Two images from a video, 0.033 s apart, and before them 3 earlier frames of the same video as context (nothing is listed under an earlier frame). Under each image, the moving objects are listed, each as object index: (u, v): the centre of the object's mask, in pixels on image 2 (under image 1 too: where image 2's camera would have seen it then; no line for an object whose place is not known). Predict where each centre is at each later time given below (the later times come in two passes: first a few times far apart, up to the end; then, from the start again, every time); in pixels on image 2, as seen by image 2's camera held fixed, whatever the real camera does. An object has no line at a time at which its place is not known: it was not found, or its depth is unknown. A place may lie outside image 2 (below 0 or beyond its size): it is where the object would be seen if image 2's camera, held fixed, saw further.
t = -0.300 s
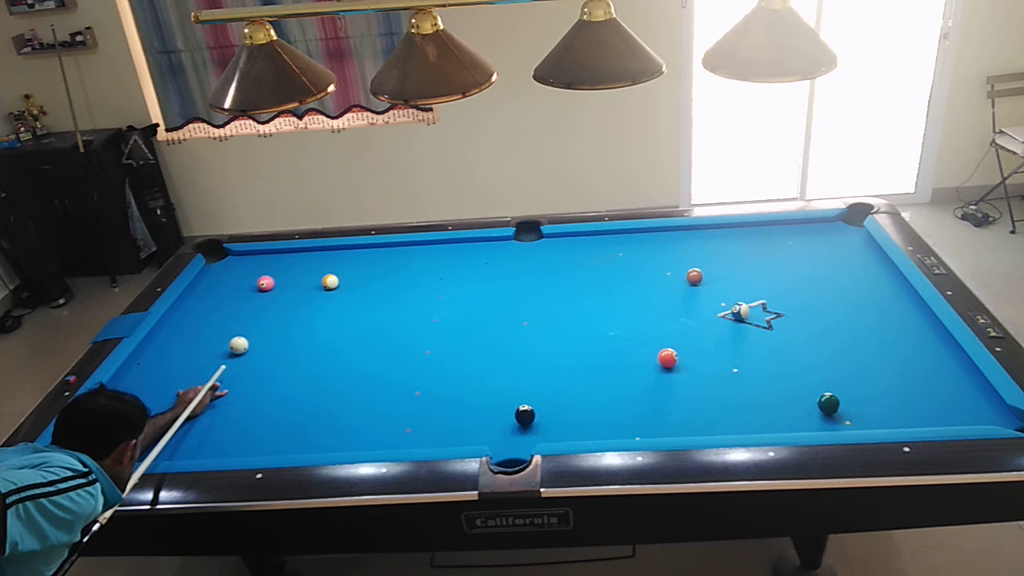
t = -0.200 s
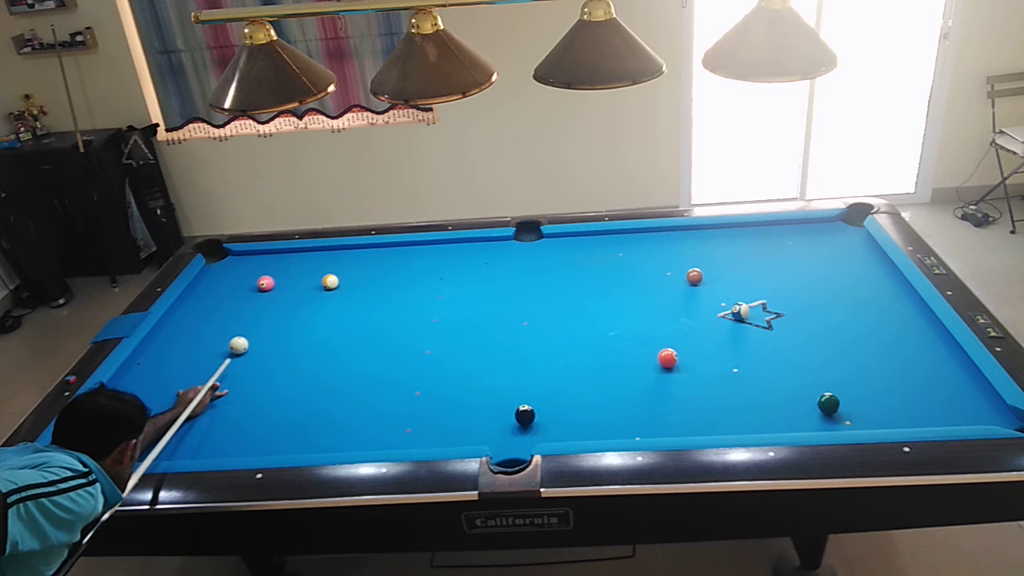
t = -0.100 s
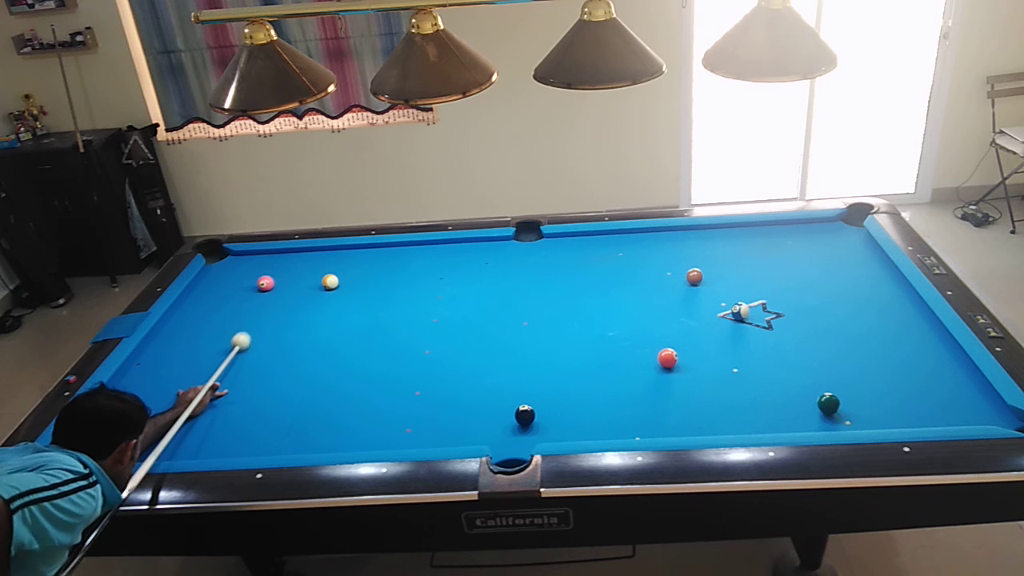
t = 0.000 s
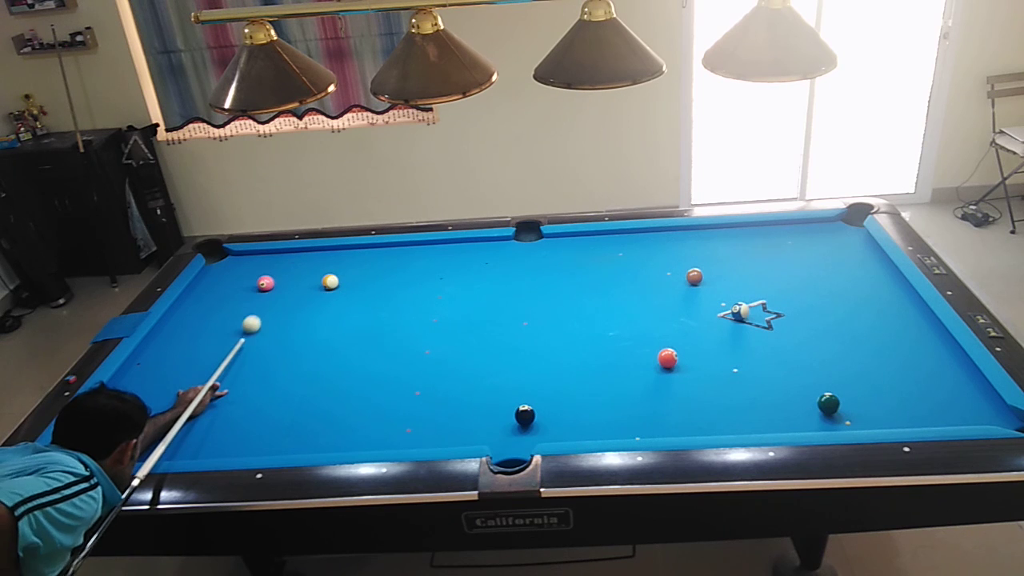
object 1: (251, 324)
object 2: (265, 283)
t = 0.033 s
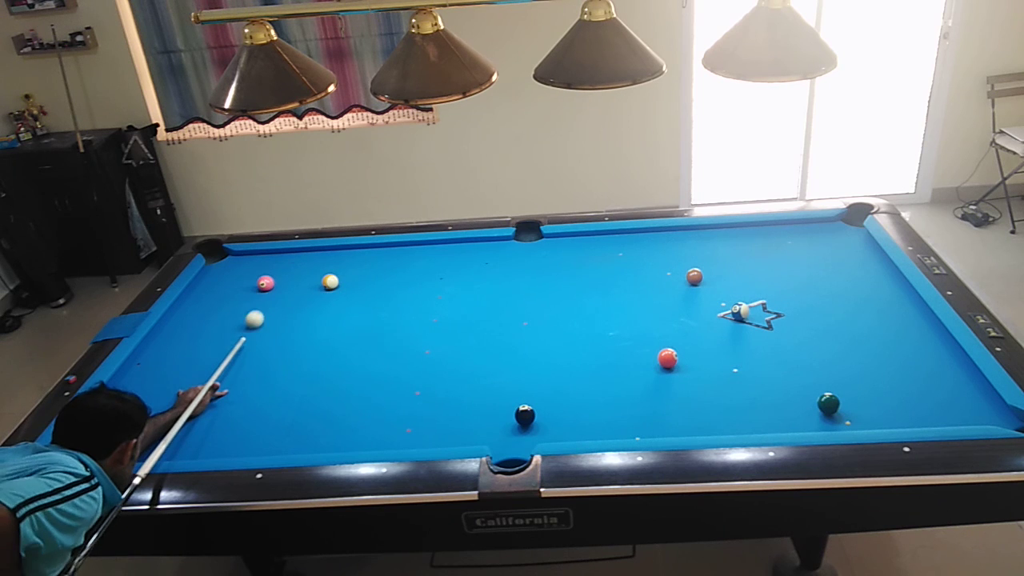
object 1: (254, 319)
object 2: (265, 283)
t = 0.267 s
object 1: (274, 288)
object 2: (263, 283)
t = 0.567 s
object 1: (313, 263)
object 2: (251, 276)
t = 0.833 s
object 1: (338, 252)
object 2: (239, 270)
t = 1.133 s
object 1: (353, 262)
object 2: (228, 264)
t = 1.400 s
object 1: (367, 271)
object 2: (219, 259)
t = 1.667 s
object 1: (380, 280)
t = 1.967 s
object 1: (394, 289)
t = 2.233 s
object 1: (407, 297)
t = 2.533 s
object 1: (421, 306)
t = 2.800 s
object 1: (433, 313)
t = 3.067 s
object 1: (444, 320)
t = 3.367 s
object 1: (456, 328)
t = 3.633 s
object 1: (465, 335)
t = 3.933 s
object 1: (475, 341)
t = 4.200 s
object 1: (483, 346)
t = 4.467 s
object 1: (490, 350)
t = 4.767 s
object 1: (497, 355)
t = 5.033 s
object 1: (501, 358)
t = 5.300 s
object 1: (505, 361)
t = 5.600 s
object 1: (508, 363)
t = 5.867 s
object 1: (509, 364)
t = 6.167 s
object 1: (510, 364)
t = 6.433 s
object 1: (509, 364)
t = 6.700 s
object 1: (509, 364)
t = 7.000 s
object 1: (509, 364)
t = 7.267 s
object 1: (509, 364)
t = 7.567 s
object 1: (509, 364)
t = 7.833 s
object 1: (509, 364)
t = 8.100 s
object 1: (509, 364)
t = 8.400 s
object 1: (509, 364)
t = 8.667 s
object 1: (509, 364)
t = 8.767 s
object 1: (509, 364)
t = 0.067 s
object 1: (257, 315)
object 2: (265, 283)
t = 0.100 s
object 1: (260, 310)
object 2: (265, 283)
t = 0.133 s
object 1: (263, 306)
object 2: (265, 283)
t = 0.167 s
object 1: (266, 301)
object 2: (265, 283)
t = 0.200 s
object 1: (269, 297)
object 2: (265, 283)
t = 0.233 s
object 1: (271, 293)
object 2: (264, 282)
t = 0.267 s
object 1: (274, 288)
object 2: (263, 283)
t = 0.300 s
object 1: (278, 285)
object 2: (263, 282)
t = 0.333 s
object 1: (283, 282)
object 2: (262, 282)
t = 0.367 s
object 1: (287, 279)
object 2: (260, 281)
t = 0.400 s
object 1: (292, 276)
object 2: (258, 280)
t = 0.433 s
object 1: (296, 273)
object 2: (257, 279)
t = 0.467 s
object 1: (301, 271)
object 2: (255, 278)
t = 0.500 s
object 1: (305, 268)
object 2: (253, 277)
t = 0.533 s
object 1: (309, 265)
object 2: (252, 276)
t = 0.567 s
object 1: (313, 263)
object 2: (251, 276)
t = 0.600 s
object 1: (317, 260)
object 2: (249, 275)
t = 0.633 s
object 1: (321, 257)
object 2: (247, 274)
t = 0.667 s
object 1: (325, 255)
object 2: (246, 273)
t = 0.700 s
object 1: (329, 252)
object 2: (245, 273)
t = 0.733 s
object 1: (333, 250)
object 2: (243, 272)
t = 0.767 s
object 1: (335, 250)
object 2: (242, 271)
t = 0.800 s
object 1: (337, 251)
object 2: (241, 271)
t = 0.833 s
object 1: (338, 252)
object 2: (239, 270)
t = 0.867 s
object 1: (340, 254)
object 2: (238, 269)
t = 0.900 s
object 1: (342, 255)
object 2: (237, 268)
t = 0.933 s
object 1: (343, 256)
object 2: (235, 268)
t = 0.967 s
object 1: (345, 257)
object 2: (234, 267)
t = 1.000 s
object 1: (347, 258)
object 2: (233, 266)
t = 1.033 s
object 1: (349, 259)
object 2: (232, 266)
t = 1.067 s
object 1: (350, 260)
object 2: (230, 265)
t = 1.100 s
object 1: (352, 261)
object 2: (229, 264)
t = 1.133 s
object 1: (353, 262)
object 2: (228, 264)
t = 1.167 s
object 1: (355, 264)
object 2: (227, 263)
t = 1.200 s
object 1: (357, 265)
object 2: (226, 262)
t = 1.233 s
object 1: (358, 266)
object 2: (225, 262)
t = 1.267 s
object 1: (360, 267)
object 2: (223, 261)
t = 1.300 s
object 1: (362, 268)
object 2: (222, 261)
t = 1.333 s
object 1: (363, 269)
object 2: (221, 260)
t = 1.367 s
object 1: (365, 270)
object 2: (220, 259)
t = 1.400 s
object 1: (367, 271)
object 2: (219, 259)
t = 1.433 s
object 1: (368, 272)
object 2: (218, 258)
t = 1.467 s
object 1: (370, 273)
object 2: (217, 258)
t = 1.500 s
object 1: (372, 274)
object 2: (216, 257)
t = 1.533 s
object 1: (373, 275)
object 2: (215, 256)
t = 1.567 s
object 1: (375, 277)
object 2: (214, 256)
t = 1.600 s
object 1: (377, 278)
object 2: (213, 256)
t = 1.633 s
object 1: (378, 279)
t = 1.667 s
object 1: (380, 280)
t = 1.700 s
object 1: (381, 281)
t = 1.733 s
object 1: (383, 282)
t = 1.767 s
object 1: (385, 283)
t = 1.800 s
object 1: (386, 284)
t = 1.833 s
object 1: (388, 285)
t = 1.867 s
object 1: (390, 286)
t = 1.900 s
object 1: (391, 287)
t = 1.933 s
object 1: (393, 288)
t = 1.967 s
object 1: (394, 289)
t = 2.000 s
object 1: (396, 290)
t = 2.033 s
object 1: (397, 291)
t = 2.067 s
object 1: (399, 292)
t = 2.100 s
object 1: (400, 293)
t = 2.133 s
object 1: (402, 294)
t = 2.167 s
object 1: (404, 295)
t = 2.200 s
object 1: (405, 296)
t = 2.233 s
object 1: (407, 297)
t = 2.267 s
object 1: (408, 298)
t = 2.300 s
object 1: (410, 299)
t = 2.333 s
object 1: (411, 300)
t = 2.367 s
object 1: (413, 301)
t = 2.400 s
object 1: (415, 302)
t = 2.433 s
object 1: (416, 303)
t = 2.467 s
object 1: (418, 304)
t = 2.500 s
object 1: (419, 305)
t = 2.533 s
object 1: (421, 306)
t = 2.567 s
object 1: (422, 307)
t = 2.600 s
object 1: (424, 308)
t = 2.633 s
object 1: (425, 309)
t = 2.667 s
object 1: (427, 310)
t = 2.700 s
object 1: (428, 311)
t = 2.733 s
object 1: (430, 312)
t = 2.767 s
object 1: (431, 312)
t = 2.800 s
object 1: (433, 313)
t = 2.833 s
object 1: (434, 314)
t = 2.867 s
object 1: (436, 315)
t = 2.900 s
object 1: (437, 316)
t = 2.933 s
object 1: (438, 317)
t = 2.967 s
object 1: (440, 318)
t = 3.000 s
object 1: (441, 319)
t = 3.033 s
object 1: (442, 320)
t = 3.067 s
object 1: (444, 320)
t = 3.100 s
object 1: (445, 321)
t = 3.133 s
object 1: (447, 322)
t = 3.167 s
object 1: (448, 323)
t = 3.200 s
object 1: (449, 324)
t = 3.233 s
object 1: (450, 325)
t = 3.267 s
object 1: (452, 326)
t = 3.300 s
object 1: (453, 326)
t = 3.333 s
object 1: (454, 327)
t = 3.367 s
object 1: (456, 328)
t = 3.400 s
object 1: (457, 329)
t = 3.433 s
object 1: (458, 330)
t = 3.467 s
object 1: (459, 330)
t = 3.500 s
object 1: (460, 331)
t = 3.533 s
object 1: (462, 332)
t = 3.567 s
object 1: (463, 333)
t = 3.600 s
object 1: (464, 334)
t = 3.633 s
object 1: (465, 335)
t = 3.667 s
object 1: (466, 335)
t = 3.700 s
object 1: (467, 336)
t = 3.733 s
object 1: (468, 337)
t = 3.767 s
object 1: (469, 337)
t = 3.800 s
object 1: (470, 338)
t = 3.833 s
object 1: (471, 339)
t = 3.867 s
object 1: (473, 340)
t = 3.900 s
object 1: (474, 340)
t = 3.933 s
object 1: (475, 341)
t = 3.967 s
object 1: (476, 342)
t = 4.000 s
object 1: (477, 342)
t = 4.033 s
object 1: (478, 343)
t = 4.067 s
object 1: (479, 344)
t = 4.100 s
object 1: (480, 344)
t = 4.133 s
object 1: (481, 345)
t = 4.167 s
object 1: (482, 345)
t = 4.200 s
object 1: (483, 346)
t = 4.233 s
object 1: (484, 347)
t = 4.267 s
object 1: (485, 347)
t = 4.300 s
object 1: (486, 348)
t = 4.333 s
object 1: (486, 348)
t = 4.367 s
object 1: (487, 349)
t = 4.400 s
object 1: (488, 349)
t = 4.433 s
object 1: (489, 350)
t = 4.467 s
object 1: (490, 350)
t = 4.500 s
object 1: (491, 351)
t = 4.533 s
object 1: (491, 351)
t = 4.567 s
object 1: (492, 352)
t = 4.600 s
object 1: (493, 352)
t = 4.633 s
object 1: (494, 353)
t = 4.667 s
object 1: (494, 353)
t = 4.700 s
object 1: (495, 354)
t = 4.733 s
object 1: (496, 354)
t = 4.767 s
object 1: (497, 355)
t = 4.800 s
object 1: (497, 355)
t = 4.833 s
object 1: (498, 356)
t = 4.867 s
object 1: (498, 356)
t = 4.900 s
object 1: (499, 357)
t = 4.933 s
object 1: (500, 357)
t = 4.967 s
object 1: (500, 357)
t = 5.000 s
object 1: (501, 358)
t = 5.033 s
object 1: (501, 358)
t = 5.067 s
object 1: (502, 358)
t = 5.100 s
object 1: (502, 359)
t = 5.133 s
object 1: (503, 359)
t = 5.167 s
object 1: (504, 359)
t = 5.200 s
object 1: (504, 359)
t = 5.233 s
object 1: (504, 360)
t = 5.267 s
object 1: (505, 360)
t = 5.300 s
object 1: (505, 361)
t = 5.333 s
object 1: (506, 361)
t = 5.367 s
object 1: (506, 361)
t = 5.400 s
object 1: (506, 361)
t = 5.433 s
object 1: (506, 362)
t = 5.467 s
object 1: (507, 362)
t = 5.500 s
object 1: (507, 362)
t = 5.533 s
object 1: (507, 362)
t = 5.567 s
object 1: (507, 363)
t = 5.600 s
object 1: (508, 363)
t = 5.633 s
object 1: (508, 363)
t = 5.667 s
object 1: (508, 363)
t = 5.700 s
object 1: (508, 363)
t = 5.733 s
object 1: (508, 363)
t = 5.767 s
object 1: (509, 364)
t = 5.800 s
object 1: (509, 364)
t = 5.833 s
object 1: (509, 364)
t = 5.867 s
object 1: (509, 364)
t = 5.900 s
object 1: (509, 364)
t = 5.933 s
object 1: (509, 364)
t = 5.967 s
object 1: (510, 364)
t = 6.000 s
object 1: (510, 364)
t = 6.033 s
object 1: (510, 364)
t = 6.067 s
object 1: (510, 364)
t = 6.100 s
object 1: (510, 364)
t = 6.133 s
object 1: (510, 364)
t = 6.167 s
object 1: (510, 364)
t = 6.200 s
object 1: (509, 364)
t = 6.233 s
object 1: (509, 364)
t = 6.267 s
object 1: (509, 364)
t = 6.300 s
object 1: (509, 364)
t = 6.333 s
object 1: (509, 364)
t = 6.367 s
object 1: (509, 364)
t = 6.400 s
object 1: (509, 364)
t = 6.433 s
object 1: (509, 364)
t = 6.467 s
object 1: (509, 364)
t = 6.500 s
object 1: (509, 364)
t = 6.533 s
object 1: (509, 364)
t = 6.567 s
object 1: (509, 364)
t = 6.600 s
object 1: (509, 364)
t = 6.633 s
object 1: (509, 364)
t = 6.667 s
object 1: (509, 364)
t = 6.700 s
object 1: (509, 364)
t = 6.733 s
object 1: (509, 364)
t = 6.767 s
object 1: (509, 364)
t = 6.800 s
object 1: (509, 364)
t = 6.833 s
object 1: (509, 364)
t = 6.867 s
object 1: (509, 364)
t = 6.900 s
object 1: (509, 364)
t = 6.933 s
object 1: (509, 364)
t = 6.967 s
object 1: (509, 364)
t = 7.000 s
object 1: (509, 364)
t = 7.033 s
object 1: (509, 364)
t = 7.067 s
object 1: (509, 364)
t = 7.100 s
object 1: (509, 364)
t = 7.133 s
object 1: (509, 364)
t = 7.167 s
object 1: (509, 364)
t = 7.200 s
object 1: (509, 364)
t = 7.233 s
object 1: (509, 364)
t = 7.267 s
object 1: (509, 364)
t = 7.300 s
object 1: (509, 364)
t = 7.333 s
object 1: (509, 364)
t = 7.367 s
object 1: (509, 364)
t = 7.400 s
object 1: (509, 364)
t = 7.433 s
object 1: (509, 364)
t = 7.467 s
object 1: (509, 364)
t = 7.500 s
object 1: (509, 364)
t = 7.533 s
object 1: (509, 364)
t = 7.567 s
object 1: (509, 364)
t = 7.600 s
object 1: (509, 364)
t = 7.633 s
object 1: (509, 364)
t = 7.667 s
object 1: (509, 364)
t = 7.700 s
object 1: (509, 364)
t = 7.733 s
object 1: (509, 364)
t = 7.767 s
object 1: (509, 364)
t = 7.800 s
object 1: (509, 364)
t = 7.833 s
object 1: (509, 364)
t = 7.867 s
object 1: (509, 364)
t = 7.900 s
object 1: (509, 364)
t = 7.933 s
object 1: (509, 364)
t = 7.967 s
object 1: (509, 364)
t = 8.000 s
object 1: (509, 364)
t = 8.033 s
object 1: (509, 364)
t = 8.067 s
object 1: (509, 364)
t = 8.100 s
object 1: (509, 364)
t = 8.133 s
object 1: (509, 364)
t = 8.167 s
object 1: (509, 364)
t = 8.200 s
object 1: (509, 364)
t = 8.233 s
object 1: (509, 364)
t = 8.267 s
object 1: (509, 364)
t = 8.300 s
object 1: (509, 364)
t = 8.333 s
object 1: (509, 364)
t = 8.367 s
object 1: (509, 364)
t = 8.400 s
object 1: (509, 364)
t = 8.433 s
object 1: (509, 364)
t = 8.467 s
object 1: (509, 364)
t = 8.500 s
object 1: (509, 364)
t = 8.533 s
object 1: (509, 364)
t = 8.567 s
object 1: (509, 364)
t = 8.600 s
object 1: (509, 364)
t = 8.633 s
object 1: (509, 364)
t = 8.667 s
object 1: (509, 364)
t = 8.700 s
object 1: (509, 364)
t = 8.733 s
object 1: (509, 364)
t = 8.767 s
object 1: (509, 364)
